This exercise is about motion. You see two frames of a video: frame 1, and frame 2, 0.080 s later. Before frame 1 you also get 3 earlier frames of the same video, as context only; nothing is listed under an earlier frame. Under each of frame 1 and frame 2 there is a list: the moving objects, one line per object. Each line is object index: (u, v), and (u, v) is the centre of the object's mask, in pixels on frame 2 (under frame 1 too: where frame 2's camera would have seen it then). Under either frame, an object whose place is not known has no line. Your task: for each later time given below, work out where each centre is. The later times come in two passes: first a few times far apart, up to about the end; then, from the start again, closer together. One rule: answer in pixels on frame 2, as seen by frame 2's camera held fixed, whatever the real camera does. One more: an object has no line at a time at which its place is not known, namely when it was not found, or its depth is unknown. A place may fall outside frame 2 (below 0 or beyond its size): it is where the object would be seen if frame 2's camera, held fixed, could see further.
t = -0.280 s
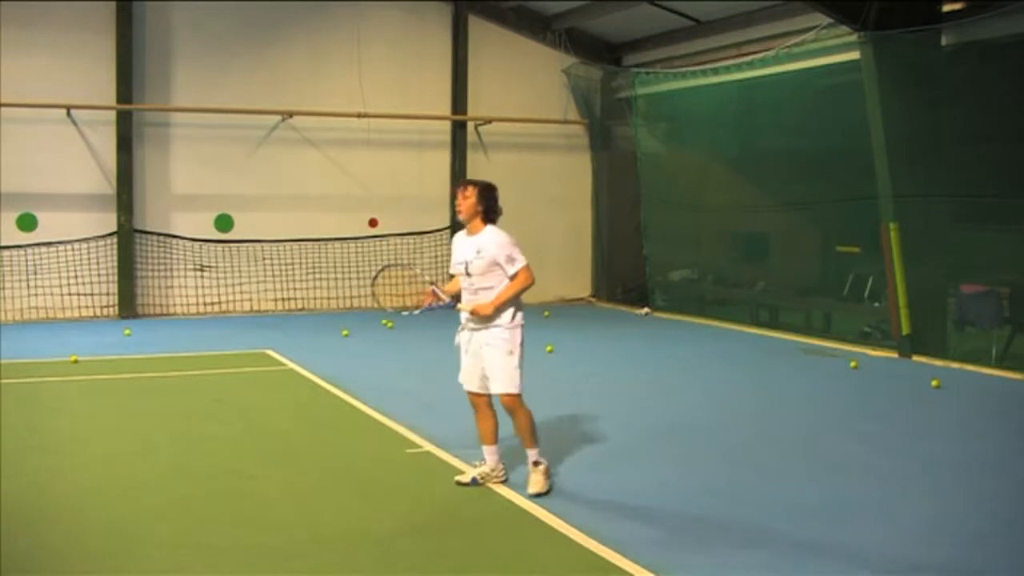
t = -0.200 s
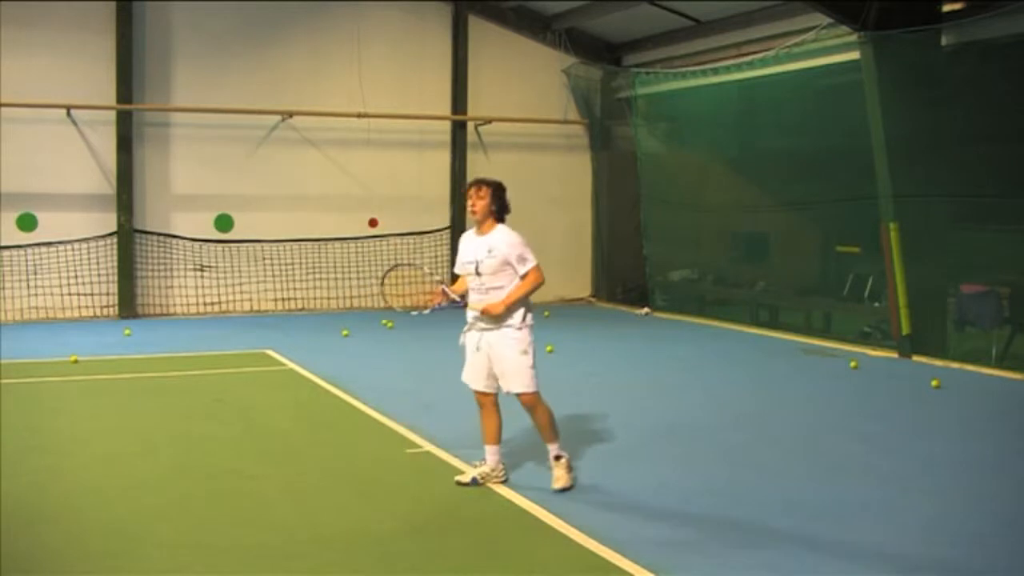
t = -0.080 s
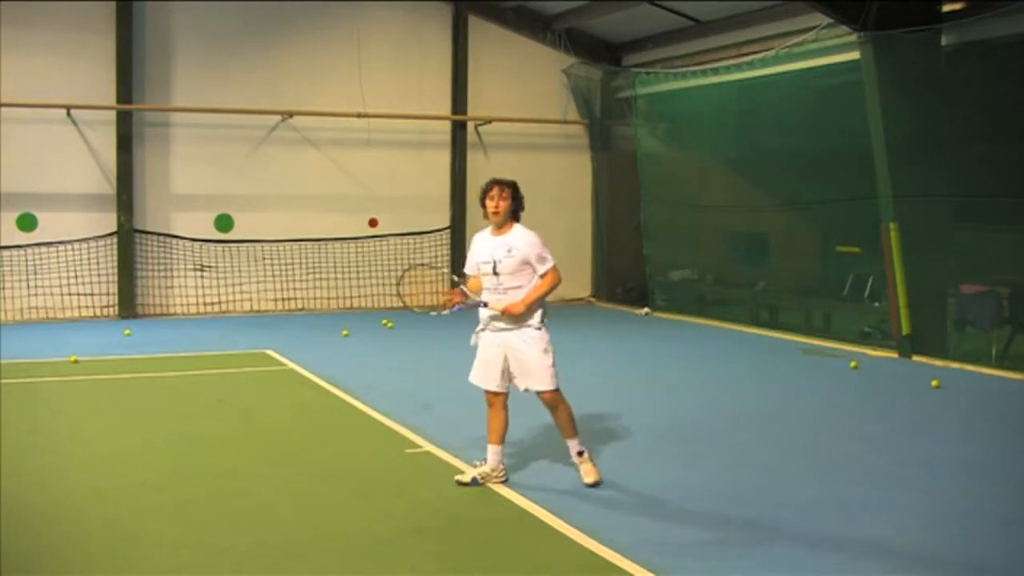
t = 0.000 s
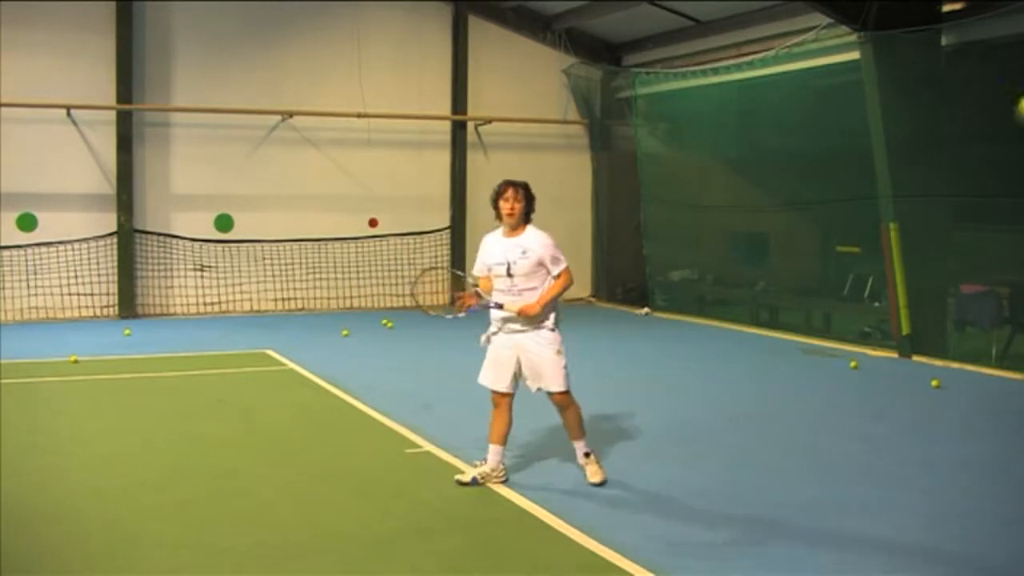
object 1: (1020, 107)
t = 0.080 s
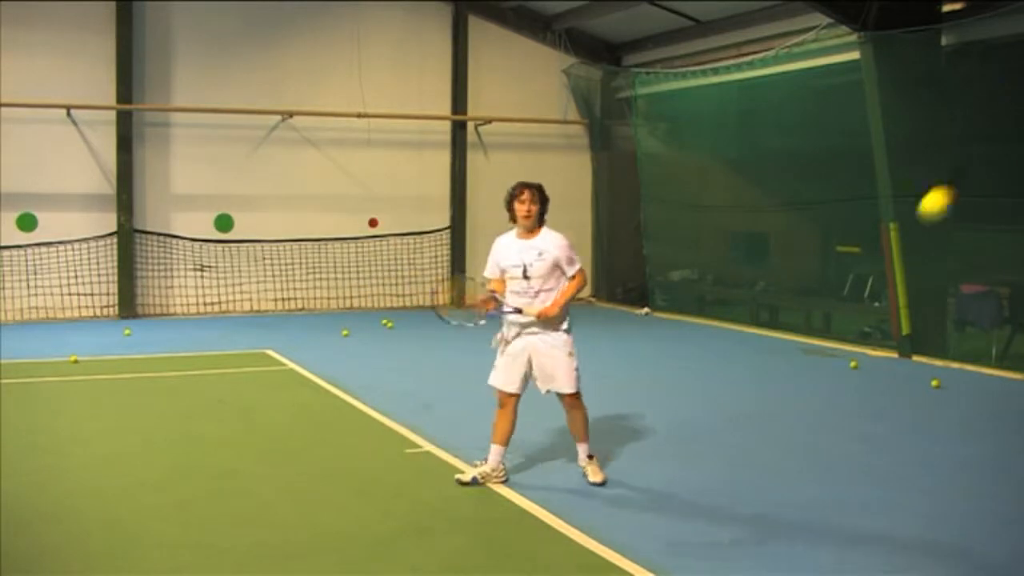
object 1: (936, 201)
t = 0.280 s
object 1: (798, 404)
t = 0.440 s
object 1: (741, 540)
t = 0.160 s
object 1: (866, 289)
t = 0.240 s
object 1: (817, 367)
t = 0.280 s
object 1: (798, 404)
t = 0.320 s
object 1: (781, 439)
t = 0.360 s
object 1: (766, 473)
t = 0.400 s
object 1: (753, 506)
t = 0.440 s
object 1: (741, 540)
